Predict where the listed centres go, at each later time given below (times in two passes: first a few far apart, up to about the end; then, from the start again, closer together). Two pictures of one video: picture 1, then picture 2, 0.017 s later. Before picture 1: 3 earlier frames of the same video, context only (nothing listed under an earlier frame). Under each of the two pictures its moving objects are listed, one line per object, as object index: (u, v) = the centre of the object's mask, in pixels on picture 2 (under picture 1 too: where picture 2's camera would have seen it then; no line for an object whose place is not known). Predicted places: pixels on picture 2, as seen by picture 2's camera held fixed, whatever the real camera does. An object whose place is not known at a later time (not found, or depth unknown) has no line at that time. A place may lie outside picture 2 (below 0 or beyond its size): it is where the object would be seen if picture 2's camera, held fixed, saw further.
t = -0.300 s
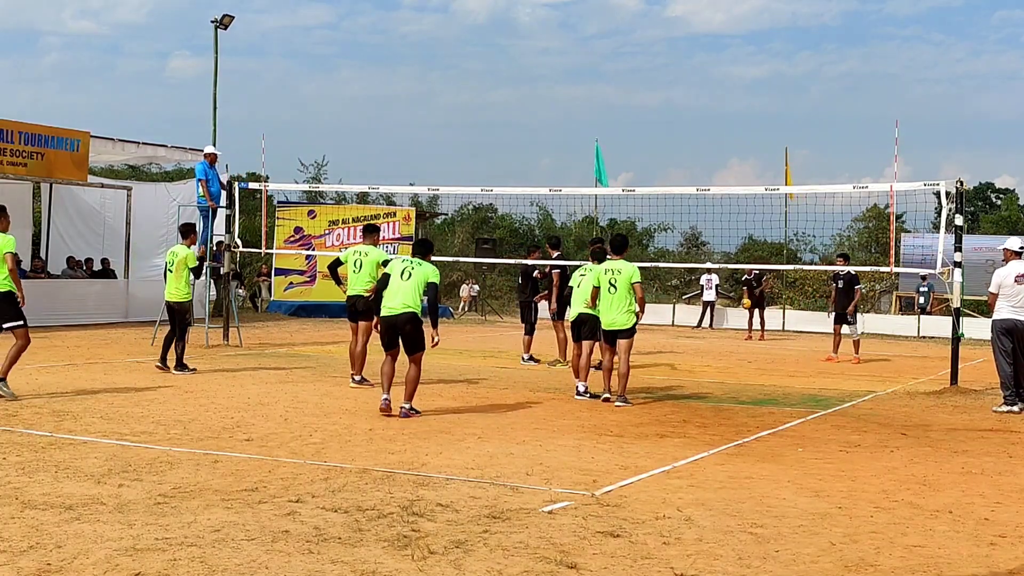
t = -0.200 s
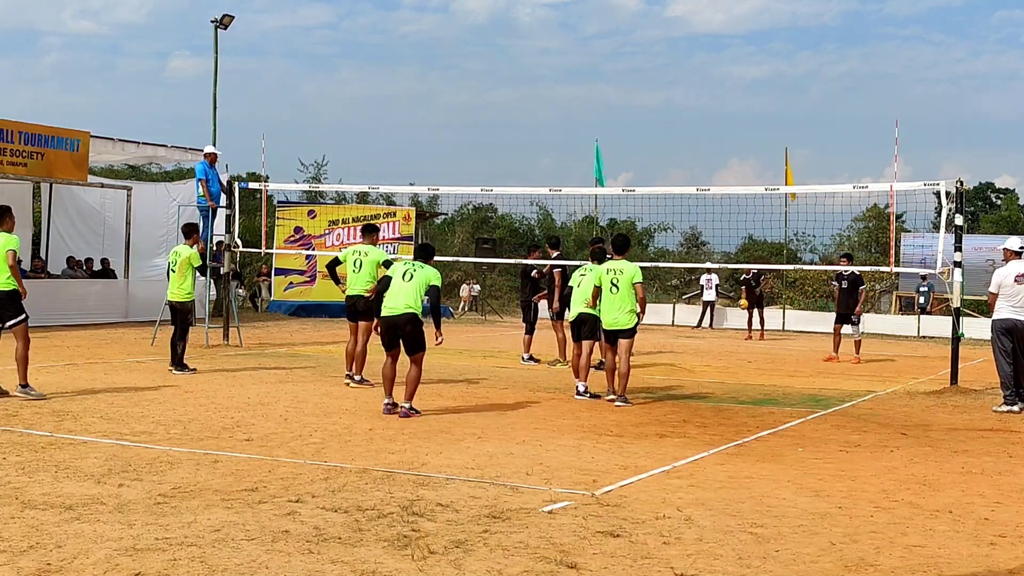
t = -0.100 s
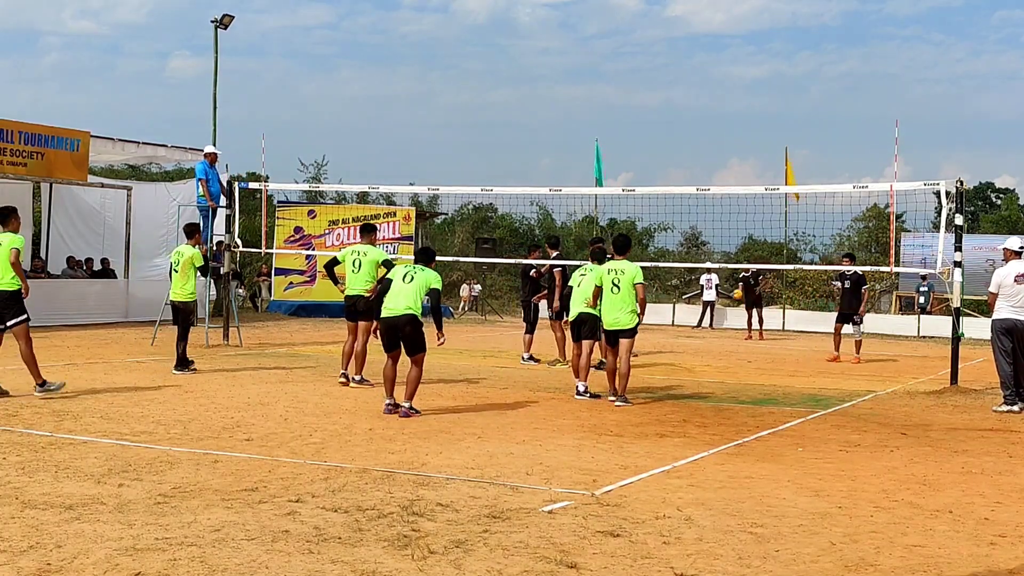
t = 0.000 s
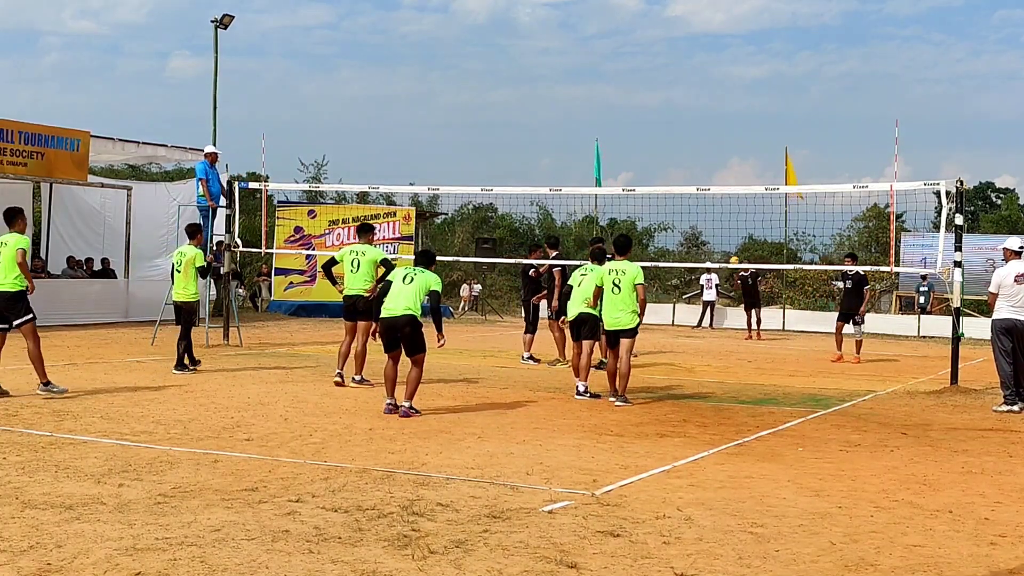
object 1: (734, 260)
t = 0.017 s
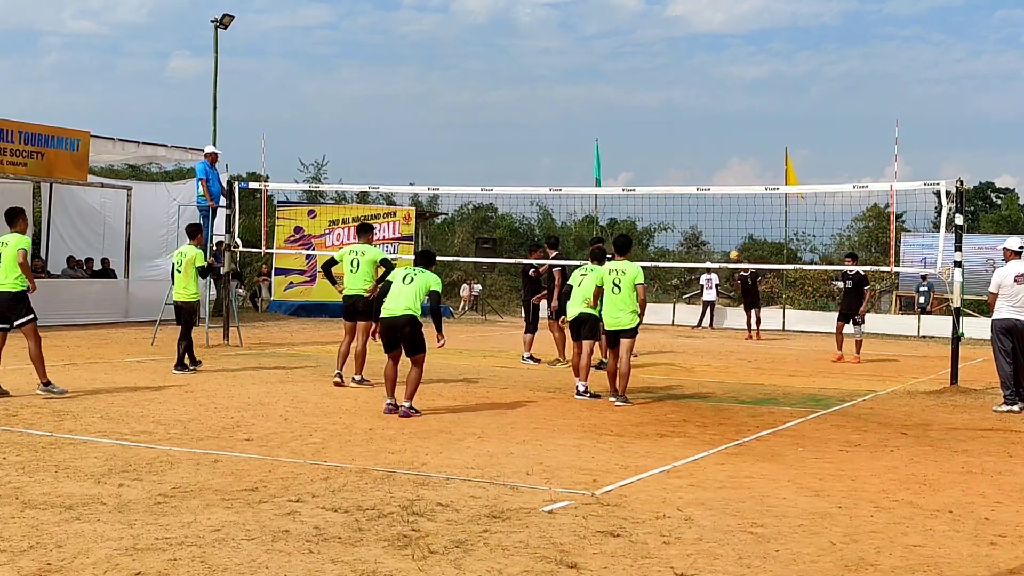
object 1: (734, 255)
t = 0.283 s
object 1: (732, 179)
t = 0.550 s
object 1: (727, 138)
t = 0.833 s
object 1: (721, 132)
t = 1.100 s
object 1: (713, 163)
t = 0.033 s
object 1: (734, 250)
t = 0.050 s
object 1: (734, 244)
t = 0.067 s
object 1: (734, 239)
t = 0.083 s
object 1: (734, 233)
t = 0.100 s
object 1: (734, 228)
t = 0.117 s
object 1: (733, 223)
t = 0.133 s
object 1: (733, 218)
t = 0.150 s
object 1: (733, 213)
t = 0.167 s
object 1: (733, 209)
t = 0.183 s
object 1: (733, 203)
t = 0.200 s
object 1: (732, 199)
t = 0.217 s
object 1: (732, 196)
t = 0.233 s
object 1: (732, 194)
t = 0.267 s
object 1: (732, 182)
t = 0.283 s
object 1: (732, 179)
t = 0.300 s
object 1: (731, 176)
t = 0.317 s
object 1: (731, 172)
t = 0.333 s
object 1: (731, 169)
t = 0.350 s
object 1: (731, 165)
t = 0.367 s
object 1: (730, 162)
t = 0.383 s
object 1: (730, 160)
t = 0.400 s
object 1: (730, 156)
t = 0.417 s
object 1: (729, 154)
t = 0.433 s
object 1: (729, 151)
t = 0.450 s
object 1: (729, 149)
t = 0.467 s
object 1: (729, 147)
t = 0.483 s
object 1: (728, 144)
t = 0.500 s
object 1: (728, 143)
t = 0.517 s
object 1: (728, 141)
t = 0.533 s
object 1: (727, 139)
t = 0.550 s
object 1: (727, 138)
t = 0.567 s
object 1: (727, 136)
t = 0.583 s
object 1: (726, 135)
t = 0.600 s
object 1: (726, 134)
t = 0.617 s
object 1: (726, 133)
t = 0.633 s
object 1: (725, 132)
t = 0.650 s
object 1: (725, 131)
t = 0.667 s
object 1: (725, 130)
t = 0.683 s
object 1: (724, 130)
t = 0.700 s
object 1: (724, 129)
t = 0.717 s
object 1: (723, 129)
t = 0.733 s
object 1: (723, 129)
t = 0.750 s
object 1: (723, 129)
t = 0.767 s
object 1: (722, 130)
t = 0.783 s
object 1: (722, 130)
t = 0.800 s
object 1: (722, 130)
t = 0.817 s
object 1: (721, 131)
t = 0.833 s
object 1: (721, 132)
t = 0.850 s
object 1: (720, 133)
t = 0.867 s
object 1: (720, 134)
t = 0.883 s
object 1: (719, 135)
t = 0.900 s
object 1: (719, 136)
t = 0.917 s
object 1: (718, 138)
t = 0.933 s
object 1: (718, 139)
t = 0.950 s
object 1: (718, 141)
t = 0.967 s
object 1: (717, 143)
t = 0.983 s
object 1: (717, 145)
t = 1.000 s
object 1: (716, 147)
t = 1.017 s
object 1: (716, 149)
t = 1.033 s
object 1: (715, 152)
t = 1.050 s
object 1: (715, 154)
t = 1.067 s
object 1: (714, 157)
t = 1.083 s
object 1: (714, 160)
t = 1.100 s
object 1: (713, 163)
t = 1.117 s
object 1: (713, 166)
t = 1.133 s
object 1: (713, 169)
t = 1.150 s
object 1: (712, 173)
